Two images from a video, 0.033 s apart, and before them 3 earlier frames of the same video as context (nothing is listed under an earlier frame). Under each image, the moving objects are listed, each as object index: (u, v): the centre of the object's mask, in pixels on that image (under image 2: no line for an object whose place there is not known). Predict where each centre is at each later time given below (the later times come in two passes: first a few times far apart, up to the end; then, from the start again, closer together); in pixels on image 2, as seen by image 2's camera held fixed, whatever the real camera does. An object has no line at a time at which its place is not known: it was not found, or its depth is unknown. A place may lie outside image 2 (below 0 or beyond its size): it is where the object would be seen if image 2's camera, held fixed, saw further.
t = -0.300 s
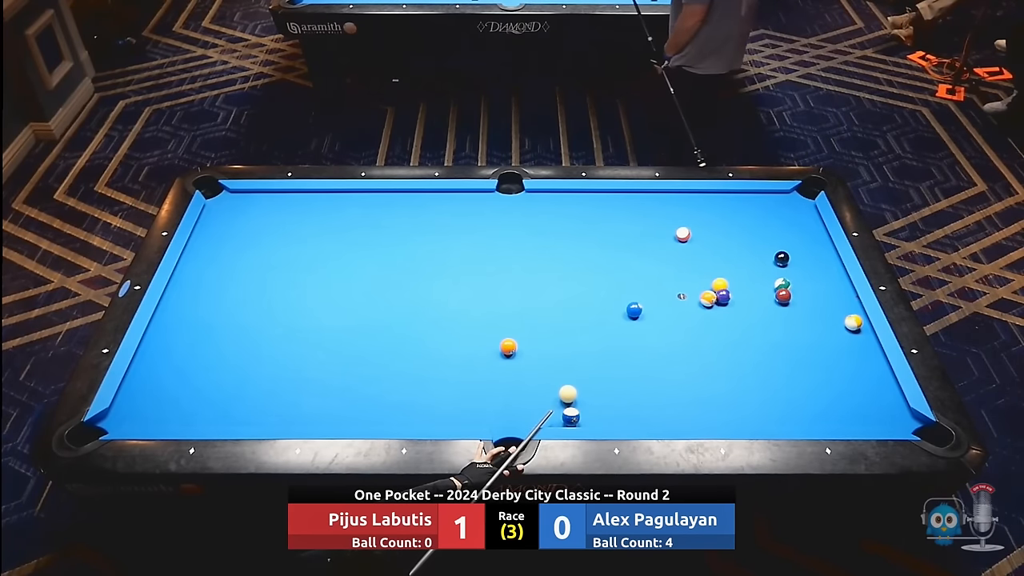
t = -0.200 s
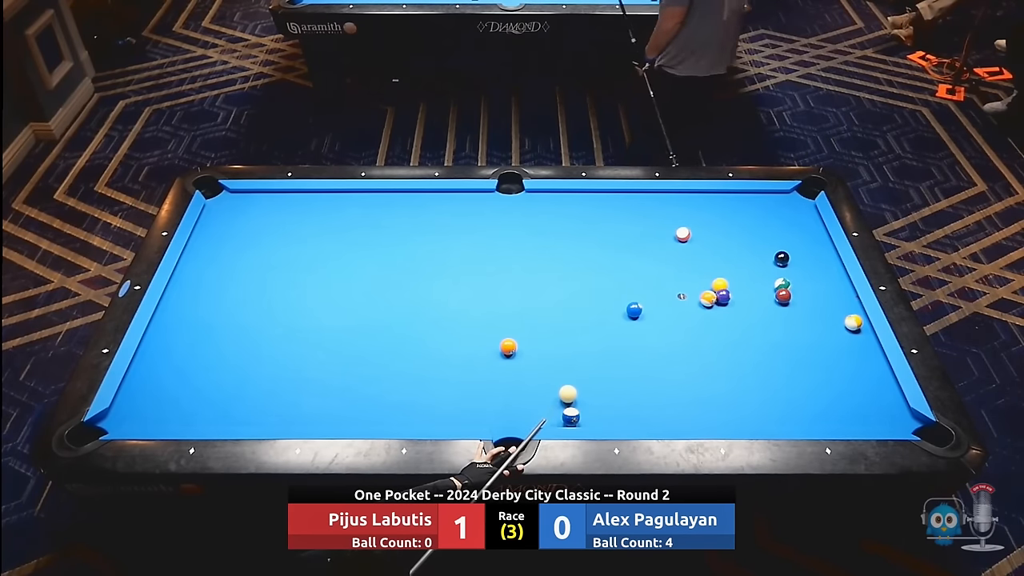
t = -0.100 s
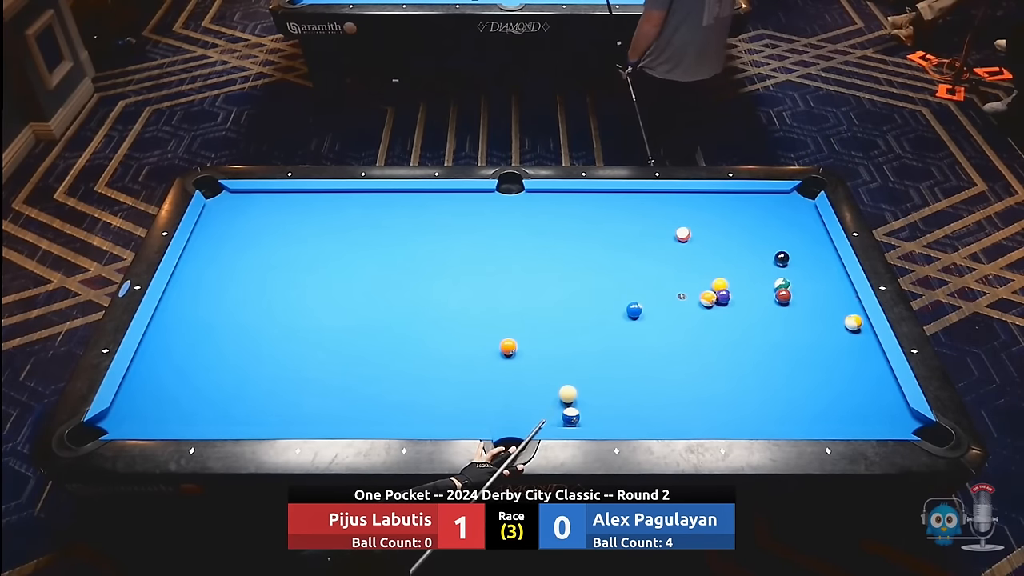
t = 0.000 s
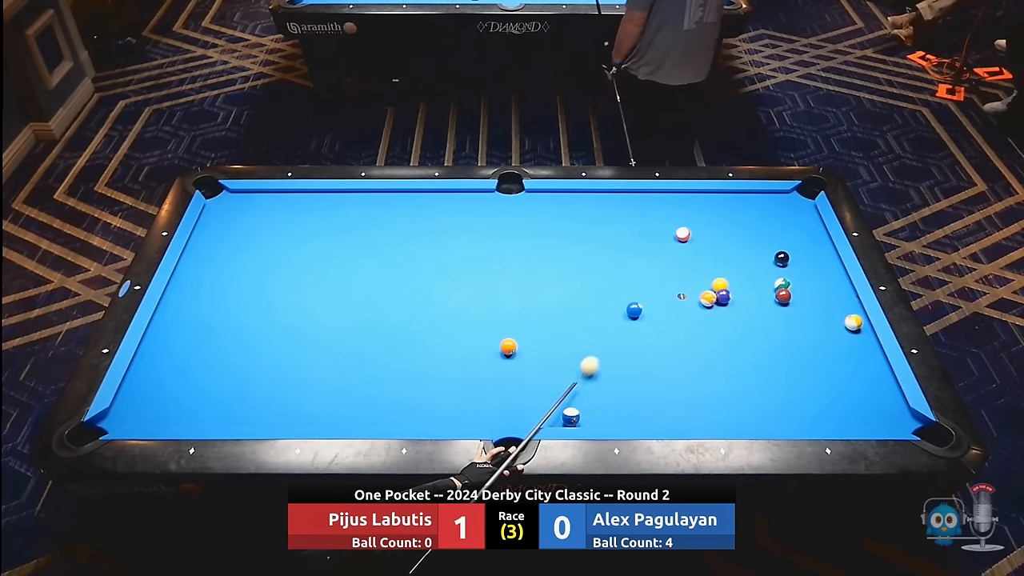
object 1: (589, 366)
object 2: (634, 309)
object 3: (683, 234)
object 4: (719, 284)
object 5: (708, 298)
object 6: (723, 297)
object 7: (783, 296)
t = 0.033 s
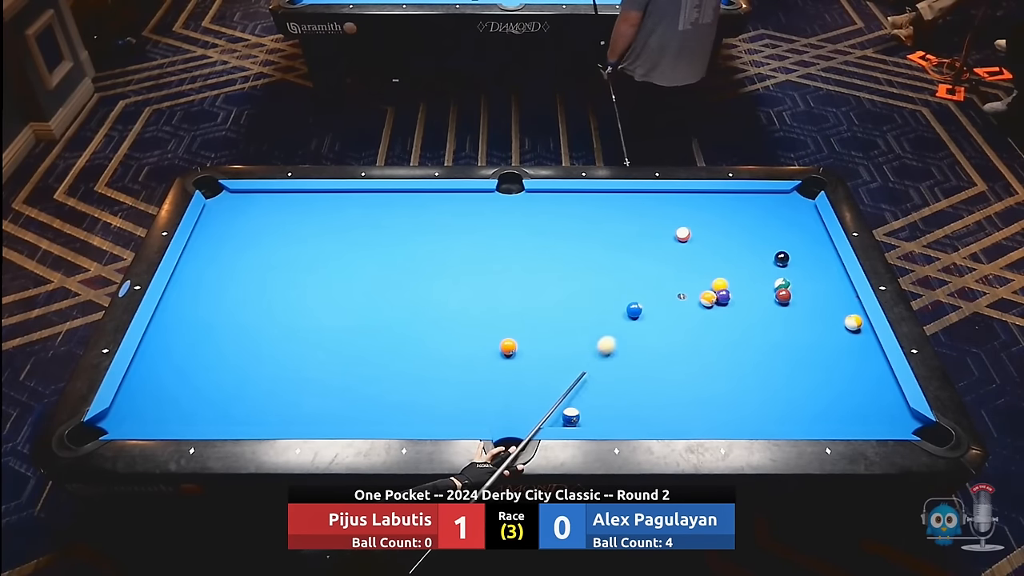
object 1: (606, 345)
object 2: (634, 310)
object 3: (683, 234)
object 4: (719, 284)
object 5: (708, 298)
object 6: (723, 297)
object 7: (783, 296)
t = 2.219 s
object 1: (713, 223)
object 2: (643, 264)
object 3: (838, 409)
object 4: (643, 294)
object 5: (656, 309)
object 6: (787, 378)
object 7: (826, 306)
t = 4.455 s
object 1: (751, 201)
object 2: (445, 291)
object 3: (833, 355)
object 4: (614, 295)
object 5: (647, 310)
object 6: (756, 300)
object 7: (790, 303)
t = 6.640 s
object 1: (751, 201)
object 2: (360, 302)
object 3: (833, 352)
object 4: (614, 294)
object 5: (647, 310)
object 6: (749, 295)
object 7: (790, 303)
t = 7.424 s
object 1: (751, 201)
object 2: (357, 301)
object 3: (833, 352)
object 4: (614, 294)
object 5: (647, 310)
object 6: (749, 295)
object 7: (790, 303)
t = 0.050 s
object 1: (614, 335)
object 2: (634, 310)
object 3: (683, 234)
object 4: (719, 284)
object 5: (708, 298)
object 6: (723, 297)
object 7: (783, 296)
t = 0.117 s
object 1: (628, 316)
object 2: (648, 291)
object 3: (683, 234)
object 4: (719, 284)
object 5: (708, 298)
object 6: (723, 297)
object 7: (783, 296)
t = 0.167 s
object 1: (629, 317)
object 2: (666, 268)
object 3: (683, 234)
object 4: (719, 284)
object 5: (708, 298)
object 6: (723, 297)
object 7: (783, 296)
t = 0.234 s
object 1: (631, 315)
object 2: (689, 243)
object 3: (682, 229)
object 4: (719, 284)
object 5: (708, 298)
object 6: (723, 297)
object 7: (783, 296)
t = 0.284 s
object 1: (633, 313)
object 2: (705, 244)
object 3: (681, 211)
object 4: (719, 284)
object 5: (708, 298)
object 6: (723, 297)
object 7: (783, 296)
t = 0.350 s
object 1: (637, 309)
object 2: (726, 243)
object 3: (679, 194)
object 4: (719, 284)
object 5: (708, 298)
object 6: (723, 297)
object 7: (783, 296)
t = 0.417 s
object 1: (641, 305)
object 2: (744, 243)
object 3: (688, 210)
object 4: (719, 284)
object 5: (708, 298)
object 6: (723, 297)
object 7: (783, 296)
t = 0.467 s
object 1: (644, 302)
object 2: (757, 243)
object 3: (693, 221)
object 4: (719, 284)
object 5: (708, 298)
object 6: (723, 297)
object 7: (783, 296)
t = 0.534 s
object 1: (647, 298)
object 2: (773, 243)
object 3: (701, 236)
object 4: (719, 284)
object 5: (708, 298)
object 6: (723, 297)
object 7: (783, 296)
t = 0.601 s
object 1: (651, 294)
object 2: (790, 242)
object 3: (709, 250)
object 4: (719, 284)
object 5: (708, 298)
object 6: (723, 297)
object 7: (783, 296)
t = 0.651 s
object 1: (653, 291)
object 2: (802, 242)
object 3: (716, 262)
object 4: (719, 284)
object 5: (708, 298)
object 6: (723, 297)
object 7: (783, 296)
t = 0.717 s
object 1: (657, 288)
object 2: (818, 242)
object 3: (726, 275)
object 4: (719, 285)
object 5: (707, 298)
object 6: (723, 298)
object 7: (783, 296)
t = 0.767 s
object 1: (659, 285)
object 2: (823, 242)
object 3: (734, 280)
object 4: (715, 286)
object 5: (705, 299)
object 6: (727, 305)
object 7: (783, 296)
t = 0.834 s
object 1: (662, 281)
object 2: (812, 243)
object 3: (747, 285)
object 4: (711, 286)
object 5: (701, 300)
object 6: (733, 315)
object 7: (783, 296)
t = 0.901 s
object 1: (665, 278)
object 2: (803, 245)
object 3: (758, 291)
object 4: (707, 287)
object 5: (699, 300)
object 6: (737, 323)
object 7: (783, 296)
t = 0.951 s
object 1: (668, 275)
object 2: (796, 245)
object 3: (767, 296)
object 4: (704, 287)
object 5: (696, 301)
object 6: (741, 330)
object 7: (784, 297)
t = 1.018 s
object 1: (671, 272)
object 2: (787, 246)
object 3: (770, 302)
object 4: (700, 287)
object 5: (693, 301)
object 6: (746, 339)
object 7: (793, 297)
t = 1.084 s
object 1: (674, 268)
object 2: (779, 247)
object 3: (773, 307)
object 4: (696, 288)
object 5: (691, 302)
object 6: (751, 347)
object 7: (800, 298)
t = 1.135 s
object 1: (676, 266)
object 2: (772, 248)
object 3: (777, 312)
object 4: (693, 288)
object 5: (689, 302)
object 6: (754, 354)
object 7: (805, 299)
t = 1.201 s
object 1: (678, 263)
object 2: (764, 249)
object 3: (781, 318)
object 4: (689, 288)
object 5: (686, 303)
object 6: (759, 363)
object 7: (812, 299)
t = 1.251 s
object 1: (680, 260)
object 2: (757, 250)
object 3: (783, 322)
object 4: (687, 288)
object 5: (684, 303)
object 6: (763, 370)
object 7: (817, 300)
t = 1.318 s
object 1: (683, 257)
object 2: (749, 251)
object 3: (787, 328)
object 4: (683, 289)
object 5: (682, 304)
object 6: (768, 379)
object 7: (823, 300)
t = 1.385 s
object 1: (686, 254)
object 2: (741, 252)
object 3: (791, 334)
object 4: (679, 289)
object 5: (679, 304)
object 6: (773, 389)
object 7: (830, 301)
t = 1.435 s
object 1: (688, 252)
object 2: (735, 253)
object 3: (793, 339)
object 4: (677, 290)
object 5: (677, 304)
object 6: (777, 394)
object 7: (835, 301)
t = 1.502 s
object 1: (690, 249)
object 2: (726, 254)
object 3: (798, 345)
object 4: (673, 290)
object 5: (675, 305)
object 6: (783, 403)
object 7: (841, 302)
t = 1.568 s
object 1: (692, 247)
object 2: (718, 255)
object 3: (801, 351)
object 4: (670, 290)
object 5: (673, 305)
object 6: (788, 413)
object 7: (847, 303)
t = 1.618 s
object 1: (694, 245)
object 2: (712, 255)
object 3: (804, 356)
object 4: (667, 291)
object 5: (671, 306)
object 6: (792, 419)
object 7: (852, 302)
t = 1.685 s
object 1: (697, 242)
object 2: (705, 256)
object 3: (808, 362)
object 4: (664, 291)
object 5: (669, 306)
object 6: (792, 417)
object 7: (852, 304)
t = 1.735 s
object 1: (698, 240)
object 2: (698, 257)
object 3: (811, 366)
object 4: (662, 291)
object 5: (668, 306)
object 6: (792, 415)
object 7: (849, 304)
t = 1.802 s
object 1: (701, 238)
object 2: (690, 258)
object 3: (815, 372)
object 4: (659, 292)
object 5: (666, 307)
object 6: (791, 408)
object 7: (845, 304)
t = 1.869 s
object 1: (703, 235)
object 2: (683, 259)
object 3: (818, 378)
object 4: (656, 292)
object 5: (664, 307)
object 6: (790, 403)
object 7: (842, 304)
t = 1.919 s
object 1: (704, 233)
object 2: (677, 260)
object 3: (821, 383)
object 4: (654, 292)
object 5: (663, 307)
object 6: (790, 399)
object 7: (840, 304)
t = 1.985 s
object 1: (706, 231)
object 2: (669, 261)
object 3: (825, 389)
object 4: (652, 293)
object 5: (661, 308)
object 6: (789, 394)
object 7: (836, 305)
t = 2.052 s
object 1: (708, 229)
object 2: (662, 262)
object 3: (829, 395)
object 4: (649, 293)
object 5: (660, 308)
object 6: (789, 389)
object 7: (833, 305)
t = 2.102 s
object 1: (710, 227)
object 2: (656, 263)
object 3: (832, 399)
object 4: (647, 293)
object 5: (659, 308)
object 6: (789, 386)
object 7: (831, 306)
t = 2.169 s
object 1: (712, 225)
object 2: (649, 263)
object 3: (836, 405)
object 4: (645, 293)
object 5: (657, 308)
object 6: (788, 381)
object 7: (828, 306)
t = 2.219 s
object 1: (713, 223)
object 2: (643, 264)
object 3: (838, 409)
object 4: (643, 294)
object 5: (656, 309)
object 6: (787, 378)
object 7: (826, 306)
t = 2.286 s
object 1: (715, 221)
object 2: (636, 265)
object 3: (842, 415)
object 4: (641, 294)
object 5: (655, 309)
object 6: (787, 374)
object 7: (824, 307)
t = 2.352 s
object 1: (717, 219)
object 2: (629, 266)
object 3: (846, 419)
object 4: (638, 294)
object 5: (654, 310)
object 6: (786, 370)
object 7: (821, 307)
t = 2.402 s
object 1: (718, 217)
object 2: (623, 267)
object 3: (846, 418)
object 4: (637, 294)
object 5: (653, 310)
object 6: (786, 367)
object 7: (819, 307)
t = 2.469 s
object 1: (720, 215)
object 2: (616, 268)
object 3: (845, 416)
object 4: (635, 295)
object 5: (652, 310)
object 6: (785, 363)
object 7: (816, 308)
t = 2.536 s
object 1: (721, 214)
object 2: (609, 268)
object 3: (845, 412)
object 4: (633, 295)
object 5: (651, 310)
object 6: (785, 359)
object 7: (814, 308)
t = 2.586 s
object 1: (723, 212)
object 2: (604, 269)
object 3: (844, 410)
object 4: (632, 295)
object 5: (651, 310)
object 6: (784, 357)
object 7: (812, 308)
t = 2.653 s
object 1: (724, 210)
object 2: (597, 270)
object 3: (844, 407)
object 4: (630, 295)
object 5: (650, 310)
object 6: (784, 353)
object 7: (810, 308)
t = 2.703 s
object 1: (725, 209)
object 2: (592, 270)
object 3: (844, 404)
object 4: (629, 295)
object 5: (650, 310)
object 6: (783, 350)
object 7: (808, 308)
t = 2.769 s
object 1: (726, 207)
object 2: (585, 271)
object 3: (843, 401)
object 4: (627, 295)
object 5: (649, 310)
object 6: (783, 347)
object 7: (806, 308)
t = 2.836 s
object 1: (728, 206)
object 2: (578, 272)
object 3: (843, 398)
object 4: (626, 295)
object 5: (648, 310)
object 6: (782, 344)
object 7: (804, 308)
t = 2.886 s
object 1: (729, 205)
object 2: (573, 273)
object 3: (842, 397)
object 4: (624, 295)
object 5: (648, 310)
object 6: (782, 341)
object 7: (803, 309)
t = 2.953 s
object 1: (730, 203)
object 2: (567, 274)
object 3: (842, 393)
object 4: (623, 295)
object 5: (648, 310)
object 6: (782, 338)
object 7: (801, 309)
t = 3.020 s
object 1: (731, 202)
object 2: (561, 275)
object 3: (842, 391)
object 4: (622, 295)
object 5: (647, 310)
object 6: (781, 335)
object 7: (799, 309)
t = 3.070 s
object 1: (732, 200)
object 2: (556, 275)
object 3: (841, 389)
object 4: (621, 295)
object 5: (647, 310)
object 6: (781, 333)
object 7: (798, 309)
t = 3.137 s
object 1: (734, 199)
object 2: (550, 276)
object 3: (841, 387)
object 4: (620, 295)
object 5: (647, 310)
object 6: (780, 330)
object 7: (797, 309)
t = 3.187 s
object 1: (735, 198)
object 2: (545, 276)
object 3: (841, 385)
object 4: (619, 295)
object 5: (647, 310)
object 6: (780, 328)
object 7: (795, 309)
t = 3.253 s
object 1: (736, 197)
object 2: (539, 277)
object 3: (840, 383)
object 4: (618, 295)
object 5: (647, 310)
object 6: (779, 325)
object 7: (794, 309)
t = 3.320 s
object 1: (737, 195)
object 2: (533, 278)
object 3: (840, 380)
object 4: (617, 295)
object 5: (647, 310)
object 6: (779, 323)
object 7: (793, 309)
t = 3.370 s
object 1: (738, 194)
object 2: (529, 278)
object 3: (839, 379)
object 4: (617, 295)
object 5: (647, 310)
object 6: (778, 321)
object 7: (792, 309)
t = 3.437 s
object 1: (739, 195)
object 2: (523, 279)
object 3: (839, 377)
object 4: (616, 295)
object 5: (647, 310)
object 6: (778, 318)
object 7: (791, 309)
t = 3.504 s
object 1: (740, 195)
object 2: (517, 280)
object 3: (838, 375)
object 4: (615, 295)
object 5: (647, 310)
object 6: (777, 316)
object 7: (790, 309)
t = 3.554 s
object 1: (741, 196)
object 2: (513, 281)
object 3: (838, 373)
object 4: (615, 295)
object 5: (647, 310)
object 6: (776, 315)
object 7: (790, 309)
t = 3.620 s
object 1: (742, 196)
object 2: (507, 281)
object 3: (837, 371)
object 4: (615, 295)
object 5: (647, 310)
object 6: (774, 313)
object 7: (790, 308)
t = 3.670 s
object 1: (743, 197)
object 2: (503, 282)
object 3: (837, 370)
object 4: (614, 295)
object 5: (647, 310)
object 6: (772, 312)
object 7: (790, 308)
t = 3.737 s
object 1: (744, 197)
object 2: (498, 283)
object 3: (836, 368)
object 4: (614, 295)
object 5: (647, 310)
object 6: (771, 311)
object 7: (790, 307)
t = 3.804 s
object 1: (745, 198)
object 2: (492, 284)
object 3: (836, 367)
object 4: (614, 295)
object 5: (647, 310)
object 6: (769, 309)
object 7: (790, 306)
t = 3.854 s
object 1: (745, 198)
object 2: (488, 284)
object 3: (835, 366)
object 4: (614, 295)
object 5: (647, 310)
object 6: (768, 308)
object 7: (790, 306)
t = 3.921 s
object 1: (746, 199)
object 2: (483, 285)
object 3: (835, 364)
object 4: (614, 294)
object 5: (647, 310)
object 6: (766, 307)
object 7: (790, 305)
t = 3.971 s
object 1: (747, 199)
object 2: (479, 286)
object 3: (835, 363)
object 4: (614, 294)
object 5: (647, 310)
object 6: (765, 306)
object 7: (790, 305)
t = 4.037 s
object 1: (747, 199)
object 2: (474, 286)
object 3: (834, 361)
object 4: (614, 295)
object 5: (647, 310)
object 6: (764, 305)
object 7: (790, 305)
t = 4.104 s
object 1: (748, 200)
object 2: (469, 287)
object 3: (834, 361)
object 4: (614, 295)
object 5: (647, 310)
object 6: (762, 304)
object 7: (790, 304)
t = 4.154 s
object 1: (749, 200)
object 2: (466, 288)
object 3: (834, 360)
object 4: (614, 295)
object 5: (647, 310)
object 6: (761, 304)
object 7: (791, 304)
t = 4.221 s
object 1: (750, 200)
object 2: (461, 288)
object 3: (833, 358)
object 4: (614, 295)
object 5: (647, 310)
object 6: (760, 303)
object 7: (791, 304)
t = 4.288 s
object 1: (750, 201)
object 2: (457, 289)
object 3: (833, 357)
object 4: (614, 295)
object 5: (647, 310)
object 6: (759, 302)
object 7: (791, 304)
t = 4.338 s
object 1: (750, 201)
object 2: (453, 289)
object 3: (833, 357)
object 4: (614, 295)
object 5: (647, 310)
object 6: (758, 301)
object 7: (790, 304)
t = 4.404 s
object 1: (751, 201)
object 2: (448, 290)
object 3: (833, 356)
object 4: (614, 295)
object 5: (647, 310)
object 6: (757, 300)
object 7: (790, 303)
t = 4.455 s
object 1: (751, 201)
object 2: (445, 291)
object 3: (833, 355)
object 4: (614, 295)
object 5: (647, 310)
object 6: (756, 300)
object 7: (790, 303)
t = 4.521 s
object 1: (751, 201)
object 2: (441, 291)
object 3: (833, 355)
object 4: (614, 295)
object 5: (647, 310)
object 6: (755, 299)
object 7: (790, 303)
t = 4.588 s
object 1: (752, 201)
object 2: (437, 292)
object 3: (833, 354)
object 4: (614, 294)
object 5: (647, 310)
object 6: (754, 299)
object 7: (790, 303)
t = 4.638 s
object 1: (752, 201)
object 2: (434, 292)
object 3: (833, 353)
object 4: (614, 294)
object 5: (647, 310)
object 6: (753, 298)
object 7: (790, 303)
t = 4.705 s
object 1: (752, 201)
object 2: (430, 292)
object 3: (833, 353)
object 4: (614, 294)
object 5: (647, 310)
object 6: (753, 298)
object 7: (790, 303)
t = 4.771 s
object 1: (752, 201)
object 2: (426, 293)
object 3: (833, 353)
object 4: (614, 294)
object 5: (647, 310)
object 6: (752, 297)
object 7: (790, 303)
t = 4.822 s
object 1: (752, 201)
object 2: (423, 293)
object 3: (833, 353)
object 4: (614, 294)
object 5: (647, 310)
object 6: (751, 297)
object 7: (790, 303)
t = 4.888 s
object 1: (751, 201)
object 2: (419, 294)
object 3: (833, 352)
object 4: (614, 294)
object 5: (647, 310)
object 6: (751, 297)
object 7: (790, 303)
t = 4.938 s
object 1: (751, 201)
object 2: (417, 294)
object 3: (833, 352)
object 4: (614, 294)
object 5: (647, 310)
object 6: (750, 296)
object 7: (790, 303)
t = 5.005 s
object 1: (751, 201)
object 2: (413, 294)
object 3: (833, 352)
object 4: (614, 294)
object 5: (647, 310)
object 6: (750, 296)
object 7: (790, 303)
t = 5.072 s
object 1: (751, 201)
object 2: (410, 295)
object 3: (833, 352)
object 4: (614, 294)
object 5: (647, 310)
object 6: (749, 295)
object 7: (790, 303)
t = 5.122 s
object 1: (751, 201)
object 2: (408, 295)
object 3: (833, 352)
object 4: (614, 294)
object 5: (647, 310)
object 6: (749, 295)
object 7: (790, 303)
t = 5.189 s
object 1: (751, 201)
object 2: (404, 296)
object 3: (833, 352)
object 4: (614, 294)
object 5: (647, 311)
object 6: (749, 295)
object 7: (790, 303)
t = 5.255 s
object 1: (751, 201)
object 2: (401, 296)
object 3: (833, 352)
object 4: (614, 294)
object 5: (647, 310)
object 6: (749, 295)
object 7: (790, 303)
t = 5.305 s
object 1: (751, 201)
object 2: (399, 296)
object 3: (833, 352)
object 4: (614, 294)
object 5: (647, 310)
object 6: (749, 295)
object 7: (790, 303)
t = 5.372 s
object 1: (751, 201)
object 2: (396, 297)
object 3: (833, 352)
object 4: (614, 294)
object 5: (647, 310)
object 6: (749, 295)
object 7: (790, 303)
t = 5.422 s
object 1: (751, 201)
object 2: (394, 297)
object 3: (833, 352)
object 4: (614, 294)
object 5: (647, 310)
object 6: (749, 295)
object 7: (790, 303)
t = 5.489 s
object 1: (751, 201)
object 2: (391, 298)
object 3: (833, 352)
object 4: (614, 294)
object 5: (647, 310)
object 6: (749, 295)
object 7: (790, 303)
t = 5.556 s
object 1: (751, 201)
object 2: (388, 298)
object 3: (833, 352)
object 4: (614, 294)
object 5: (647, 310)
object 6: (749, 295)
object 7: (790, 303)
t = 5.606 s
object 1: (751, 201)
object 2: (387, 298)
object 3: (833, 352)
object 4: (614, 294)
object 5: (647, 310)
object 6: (749, 295)
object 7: (790, 303)
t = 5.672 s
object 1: (751, 201)
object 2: (384, 299)
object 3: (833, 352)
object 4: (614, 294)
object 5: (647, 310)
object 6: (749, 295)
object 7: (790, 303)
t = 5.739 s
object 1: (751, 201)
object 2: (381, 299)
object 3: (833, 352)
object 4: (614, 294)
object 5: (647, 310)
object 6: (749, 295)
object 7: (790, 303)
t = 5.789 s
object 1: (751, 201)
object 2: (380, 299)
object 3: (833, 352)
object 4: (614, 294)
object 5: (647, 310)
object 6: (749, 295)
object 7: (790, 303)
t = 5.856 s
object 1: (751, 201)
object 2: (377, 300)
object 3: (833, 352)
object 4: (614, 294)
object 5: (647, 310)
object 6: (749, 295)
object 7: (790, 303)
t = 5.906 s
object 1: (751, 201)
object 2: (376, 300)
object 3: (833, 352)
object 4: (614, 294)
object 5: (647, 310)
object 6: (749, 295)
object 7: (790, 303)
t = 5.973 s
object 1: (751, 201)
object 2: (374, 300)
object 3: (833, 352)
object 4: (614, 294)
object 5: (647, 310)
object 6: (749, 295)
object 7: (790, 303)
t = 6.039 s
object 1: (751, 201)
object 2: (372, 301)
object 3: (833, 352)
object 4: (614, 294)
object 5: (647, 310)
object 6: (749, 295)
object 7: (790, 303)
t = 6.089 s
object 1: (751, 201)
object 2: (371, 301)
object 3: (833, 352)
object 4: (614, 294)
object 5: (647, 310)
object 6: (749, 295)
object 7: (790, 303)
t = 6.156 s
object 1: (751, 201)
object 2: (369, 301)
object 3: (833, 352)
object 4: (614, 294)
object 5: (647, 310)
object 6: (749, 295)
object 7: (790, 303)
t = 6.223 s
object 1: (751, 201)
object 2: (368, 301)
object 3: (833, 352)
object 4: (614, 294)
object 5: (647, 310)
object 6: (749, 295)
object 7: (790, 303)
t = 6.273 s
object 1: (751, 201)
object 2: (366, 301)
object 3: (833, 352)
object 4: (614, 294)
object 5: (647, 310)
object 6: (749, 295)
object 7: (790, 303)
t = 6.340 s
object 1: (751, 201)
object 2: (365, 302)
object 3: (833, 352)
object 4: (614, 294)
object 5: (647, 310)
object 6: (749, 295)
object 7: (790, 303)
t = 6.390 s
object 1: (751, 201)
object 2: (364, 302)
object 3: (833, 352)
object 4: (614, 294)
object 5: (647, 310)
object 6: (749, 295)
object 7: (790, 303)
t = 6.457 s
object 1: (751, 201)
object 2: (363, 302)
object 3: (833, 352)
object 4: (614, 294)
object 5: (647, 310)
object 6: (749, 295)
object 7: (790, 303)
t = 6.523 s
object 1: (751, 201)
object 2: (362, 302)
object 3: (833, 352)
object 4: (614, 294)
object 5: (647, 310)
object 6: (749, 295)
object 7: (790, 303)
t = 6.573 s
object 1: (751, 201)
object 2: (361, 302)
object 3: (833, 352)
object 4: (614, 294)
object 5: (647, 310)
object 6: (749, 295)
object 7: (790, 303)
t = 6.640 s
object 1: (751, 201)
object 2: (360, 302)
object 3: (833, 352)
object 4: (614, 294)
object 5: (647, 310)
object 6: (749, 295)
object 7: (790, 303)
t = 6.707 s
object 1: (751, 201)
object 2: (359, 302)
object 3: (833, 352)
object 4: (614, 294)
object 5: (647, 310)
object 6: (749, 295)
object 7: (790, 303)
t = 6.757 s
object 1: (751, 201)
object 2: (359, 302)
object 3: (833, 352)
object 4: (614, 294)
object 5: (647, 310)
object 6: (749, 295)
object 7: (790, 303)
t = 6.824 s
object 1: (751, 201)
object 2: (358, 302)
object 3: (833, 352)
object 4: (614, 294)
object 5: (647, 310)
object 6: (749, 295)
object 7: (790, 303)
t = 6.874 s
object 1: (751, 201)
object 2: (358, 301)
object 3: (833, 352)
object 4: (614, 294)
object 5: (647, 310)
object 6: (749, 295)
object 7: (790, 303)
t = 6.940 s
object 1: (751, 201)
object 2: (357, 301)
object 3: (833, 352)
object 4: (614, 294)
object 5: (647, 310)
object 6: (749, 295)
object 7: (790, 303)
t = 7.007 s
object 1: (751, 201)
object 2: (357, 301)
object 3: (833, 352)
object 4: (614, 294)
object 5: (647, 310)
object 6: (749, 295)
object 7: (790, 303)
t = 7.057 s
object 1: (751, 201)
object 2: (357, 301)
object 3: (833, 352)
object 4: (614, 294)
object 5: (647, 310)
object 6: (749, 295)
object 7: (790, 303)
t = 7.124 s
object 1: (751, 201)
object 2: (357, 301)
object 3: (833, 352)
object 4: (614, 294)
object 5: (647, 310)
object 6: (749, 295)
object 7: (790, 303)
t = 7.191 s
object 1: (751, 201)
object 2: (357, 301)
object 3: (833, 352)
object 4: (614, 294)
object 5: (647, 310)
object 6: (749, 295)
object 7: (790, 303)
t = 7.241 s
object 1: (751, 201)
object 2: (357, 301)
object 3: (833, 352)
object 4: (614, 294)
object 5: (647, 310)
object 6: (749, 295)
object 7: (790, 303)
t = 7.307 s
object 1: (751, 201)
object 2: (357, 301)
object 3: (833, 352)
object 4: (614, 294)
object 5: (647, 310)
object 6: (749, 295)
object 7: (790, 303)
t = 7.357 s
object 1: (751, 201)
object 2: (357, 301)
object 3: (833, 352)
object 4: (614, 294)
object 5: (647, 310)
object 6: (749, 295)
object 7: (790, 303)
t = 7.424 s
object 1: (751, 201)
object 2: (357, 301)
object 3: (833, 352)
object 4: (614, 294)
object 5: (647, 310)
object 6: (749, 295)
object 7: (790, 303)
